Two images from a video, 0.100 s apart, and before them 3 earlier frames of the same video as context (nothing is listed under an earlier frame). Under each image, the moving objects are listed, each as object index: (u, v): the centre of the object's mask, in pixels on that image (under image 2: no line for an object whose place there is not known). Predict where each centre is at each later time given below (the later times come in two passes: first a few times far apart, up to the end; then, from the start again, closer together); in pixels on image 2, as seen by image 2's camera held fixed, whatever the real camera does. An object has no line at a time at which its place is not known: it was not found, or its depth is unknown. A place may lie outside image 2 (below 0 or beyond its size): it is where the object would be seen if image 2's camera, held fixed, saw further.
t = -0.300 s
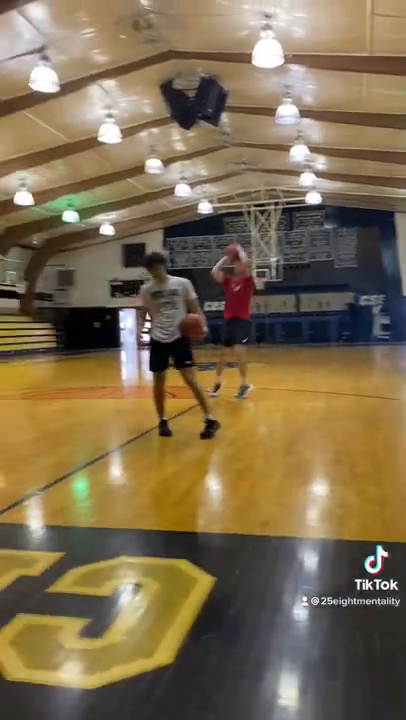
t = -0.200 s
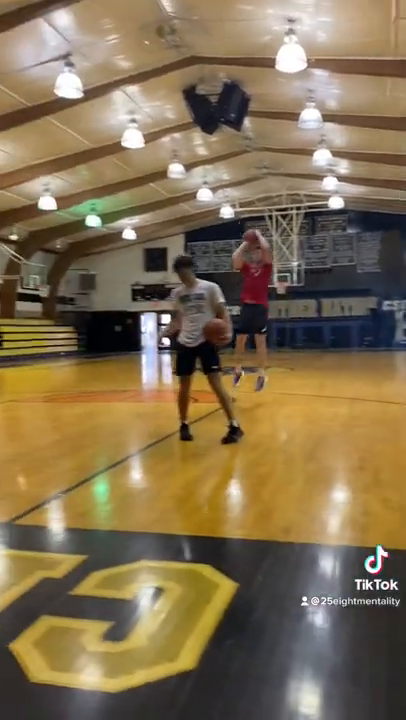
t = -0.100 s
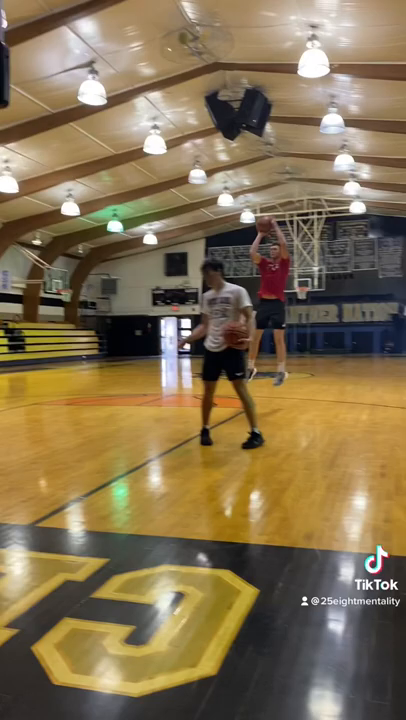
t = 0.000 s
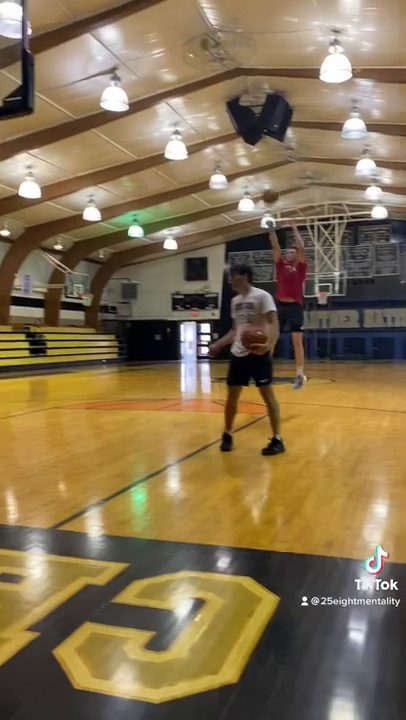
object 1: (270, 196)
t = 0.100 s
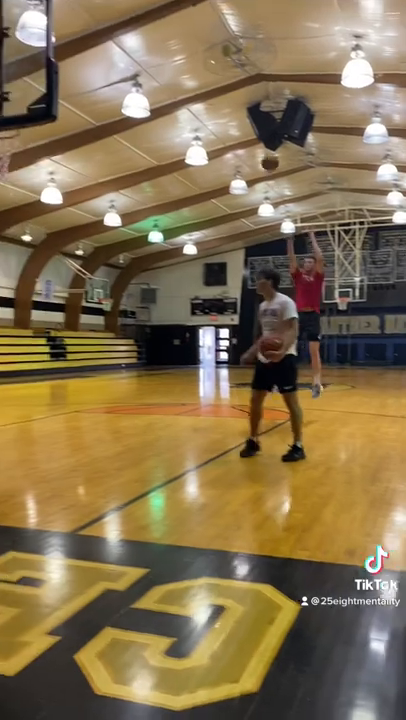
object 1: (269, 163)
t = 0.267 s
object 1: (232, 110)
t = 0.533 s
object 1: (163, 58)
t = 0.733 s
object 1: (102, 57)
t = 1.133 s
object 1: (-5, 181)
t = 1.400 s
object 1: (17, 349)
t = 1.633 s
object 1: (46, 397)
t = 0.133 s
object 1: (262, 151)
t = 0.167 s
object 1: (255, 140)
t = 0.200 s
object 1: (247, 130)
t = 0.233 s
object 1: (240, 119)
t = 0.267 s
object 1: (232, 110)
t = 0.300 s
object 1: (224, 101)
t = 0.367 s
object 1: (208, 85)
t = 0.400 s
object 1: (199, 78)
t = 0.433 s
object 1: (191, 72)
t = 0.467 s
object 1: (182, 67)
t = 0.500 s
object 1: (173, 62)
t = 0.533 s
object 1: (163, 58)
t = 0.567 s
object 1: (154, 56)
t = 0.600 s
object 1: (143, 54)
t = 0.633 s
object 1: (134, 53)
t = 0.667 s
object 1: (123, 53)
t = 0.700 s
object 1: (112, 54)
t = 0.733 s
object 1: (102, 57)
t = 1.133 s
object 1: (-5, 181)
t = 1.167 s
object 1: (-2, 199)
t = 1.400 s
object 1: (17, 349)
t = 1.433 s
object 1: (20, 375)
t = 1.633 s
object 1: (46, 397)
